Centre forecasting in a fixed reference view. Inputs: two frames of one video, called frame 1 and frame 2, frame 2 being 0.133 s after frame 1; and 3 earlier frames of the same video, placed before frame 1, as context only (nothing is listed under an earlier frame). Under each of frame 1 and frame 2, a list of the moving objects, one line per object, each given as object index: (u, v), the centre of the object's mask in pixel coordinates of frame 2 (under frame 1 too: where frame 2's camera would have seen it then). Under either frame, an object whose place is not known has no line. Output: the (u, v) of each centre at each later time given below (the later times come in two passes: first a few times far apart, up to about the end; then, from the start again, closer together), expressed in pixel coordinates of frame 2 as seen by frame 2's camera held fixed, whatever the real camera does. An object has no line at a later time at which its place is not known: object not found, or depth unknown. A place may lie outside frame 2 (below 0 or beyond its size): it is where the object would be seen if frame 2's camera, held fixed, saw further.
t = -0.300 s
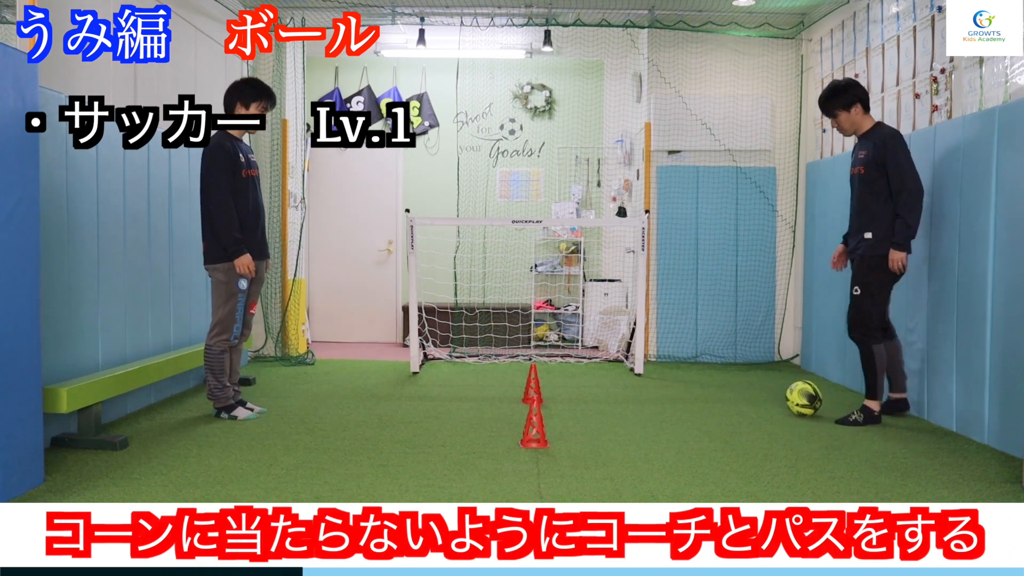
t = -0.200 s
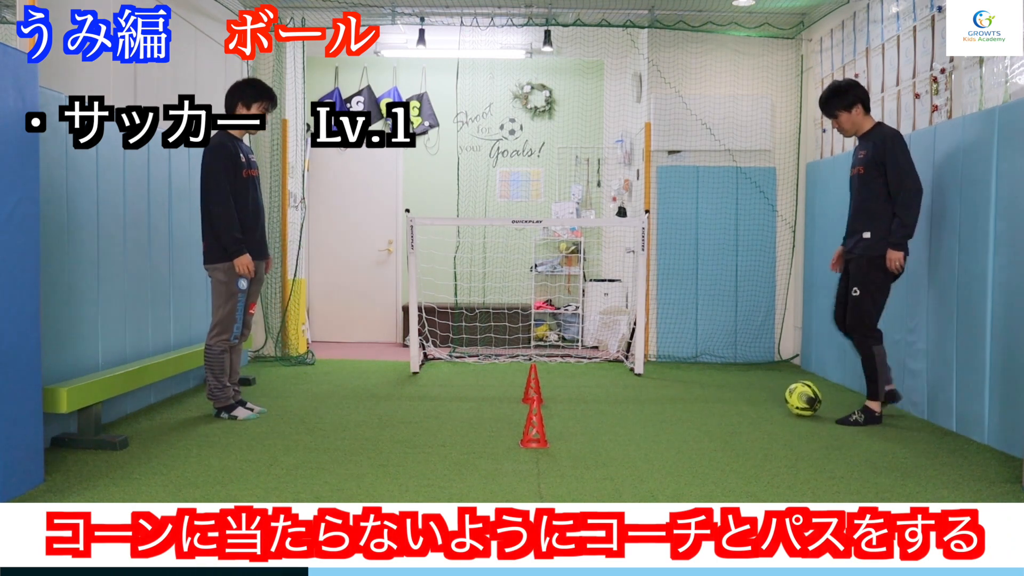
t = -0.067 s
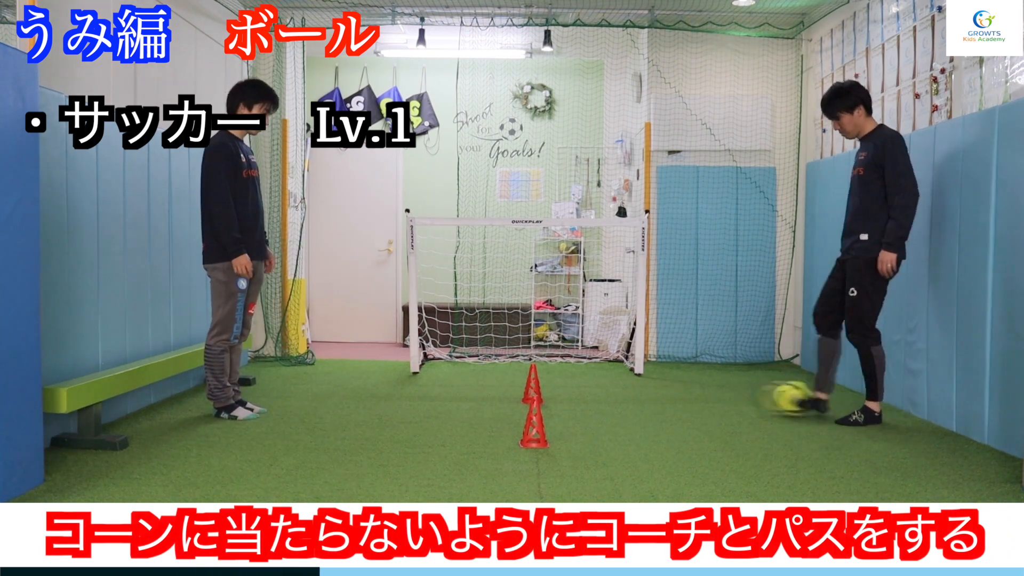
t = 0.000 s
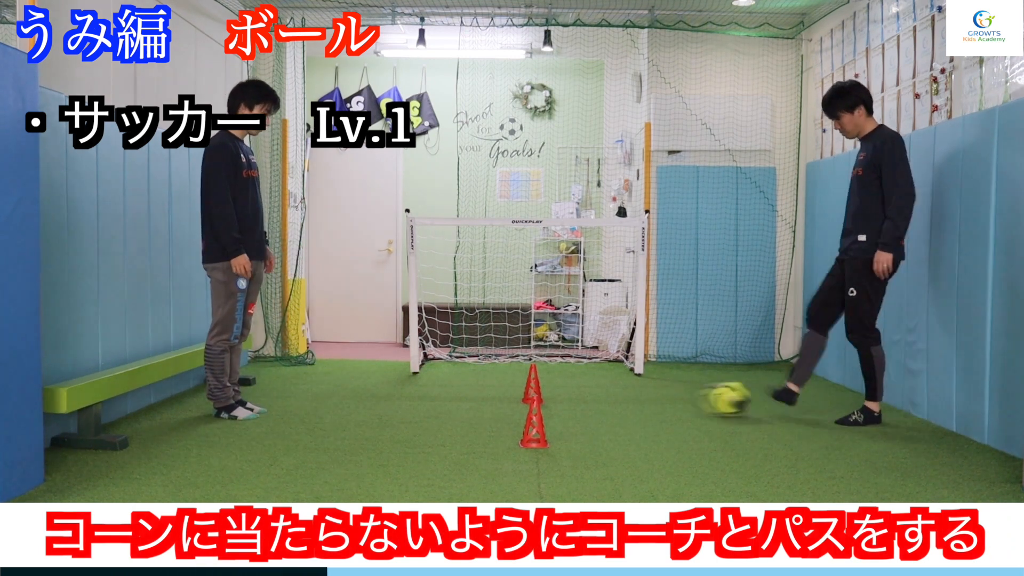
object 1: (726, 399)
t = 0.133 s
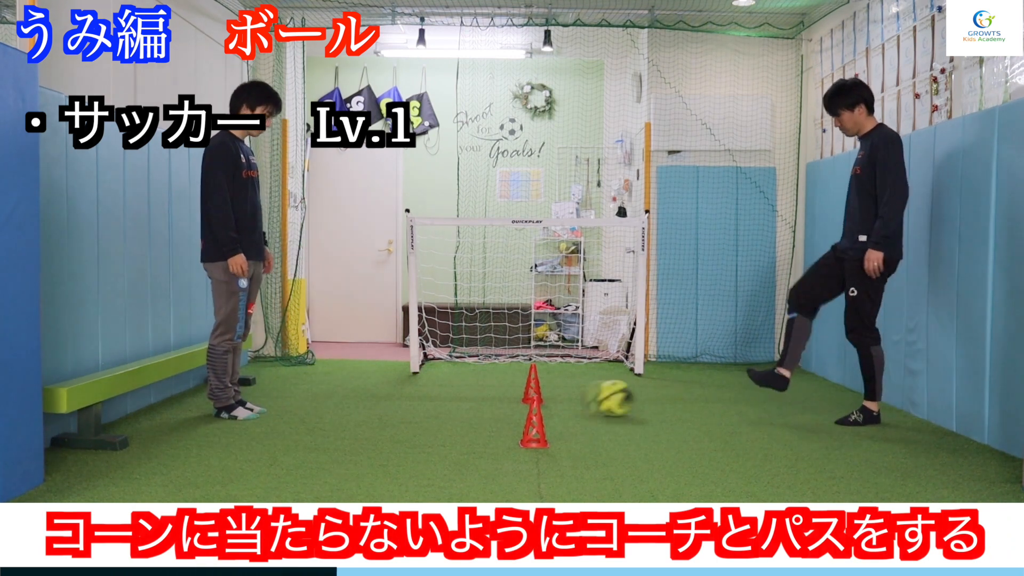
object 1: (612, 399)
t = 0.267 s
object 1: (514, 397)
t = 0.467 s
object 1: (391, 395)
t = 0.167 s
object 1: (586, 399)
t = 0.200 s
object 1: (562, 399)
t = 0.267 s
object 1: (514, 397)
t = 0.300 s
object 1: (493, 395)
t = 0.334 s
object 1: (470, 395)
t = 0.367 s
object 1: (449, 397)
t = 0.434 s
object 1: (408, 396)
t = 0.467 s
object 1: (391, 395)
